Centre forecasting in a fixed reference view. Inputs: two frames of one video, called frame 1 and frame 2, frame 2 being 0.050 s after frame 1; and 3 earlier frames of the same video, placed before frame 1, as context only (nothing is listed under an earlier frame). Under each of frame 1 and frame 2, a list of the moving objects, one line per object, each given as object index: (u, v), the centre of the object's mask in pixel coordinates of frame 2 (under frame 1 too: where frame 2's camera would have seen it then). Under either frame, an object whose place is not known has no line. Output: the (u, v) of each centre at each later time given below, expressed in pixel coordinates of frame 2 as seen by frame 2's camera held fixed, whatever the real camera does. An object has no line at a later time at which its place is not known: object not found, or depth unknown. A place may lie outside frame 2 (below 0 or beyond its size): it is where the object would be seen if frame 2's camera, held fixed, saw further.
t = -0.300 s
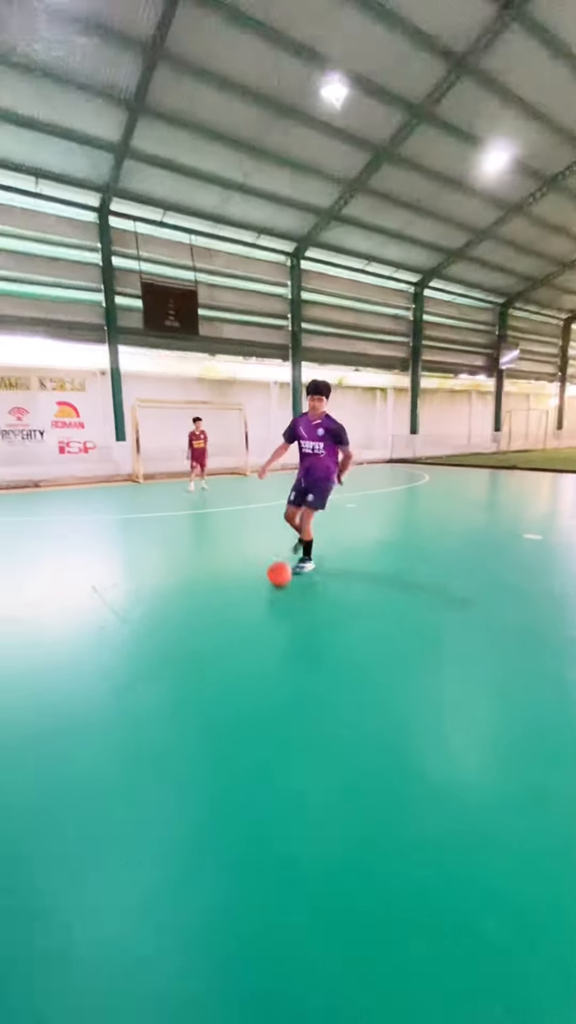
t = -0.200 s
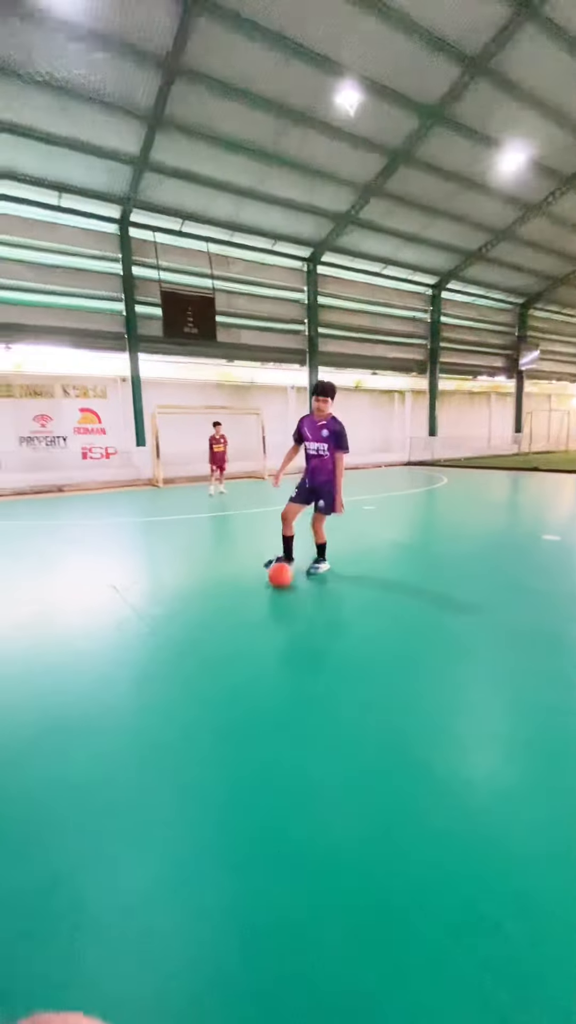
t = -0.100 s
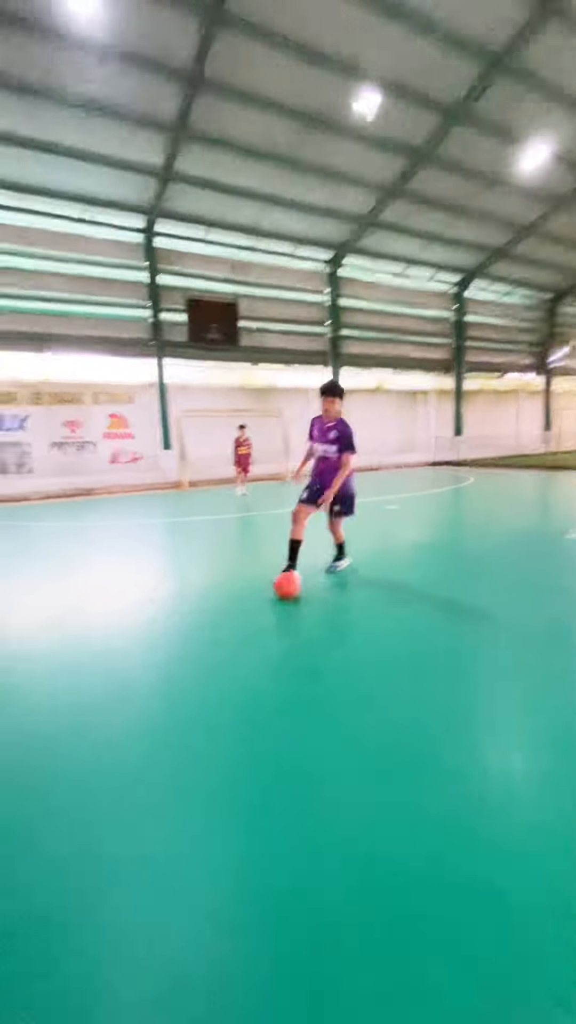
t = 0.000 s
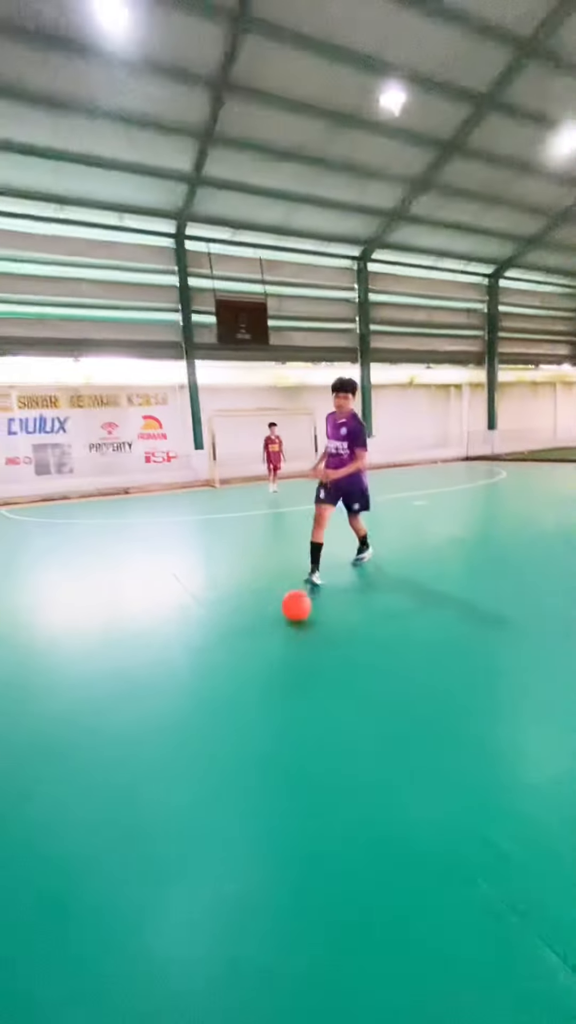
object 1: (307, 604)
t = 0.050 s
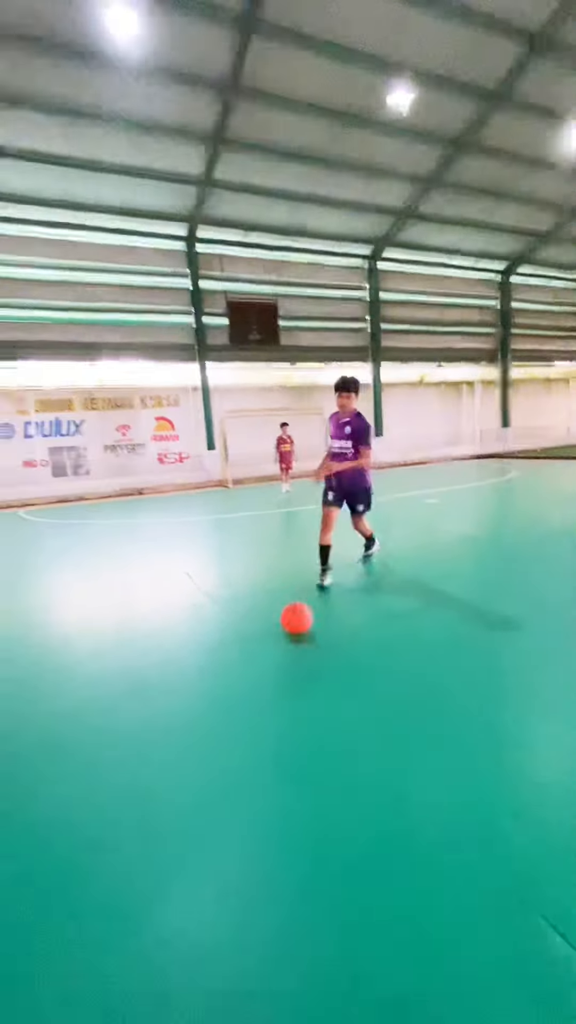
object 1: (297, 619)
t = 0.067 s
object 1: (293, 624)
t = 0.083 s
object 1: (289, 629)
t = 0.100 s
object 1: (285, 635)
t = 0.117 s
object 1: (281, 641)
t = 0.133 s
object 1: (277, 647)
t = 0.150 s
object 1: (271, 654)
